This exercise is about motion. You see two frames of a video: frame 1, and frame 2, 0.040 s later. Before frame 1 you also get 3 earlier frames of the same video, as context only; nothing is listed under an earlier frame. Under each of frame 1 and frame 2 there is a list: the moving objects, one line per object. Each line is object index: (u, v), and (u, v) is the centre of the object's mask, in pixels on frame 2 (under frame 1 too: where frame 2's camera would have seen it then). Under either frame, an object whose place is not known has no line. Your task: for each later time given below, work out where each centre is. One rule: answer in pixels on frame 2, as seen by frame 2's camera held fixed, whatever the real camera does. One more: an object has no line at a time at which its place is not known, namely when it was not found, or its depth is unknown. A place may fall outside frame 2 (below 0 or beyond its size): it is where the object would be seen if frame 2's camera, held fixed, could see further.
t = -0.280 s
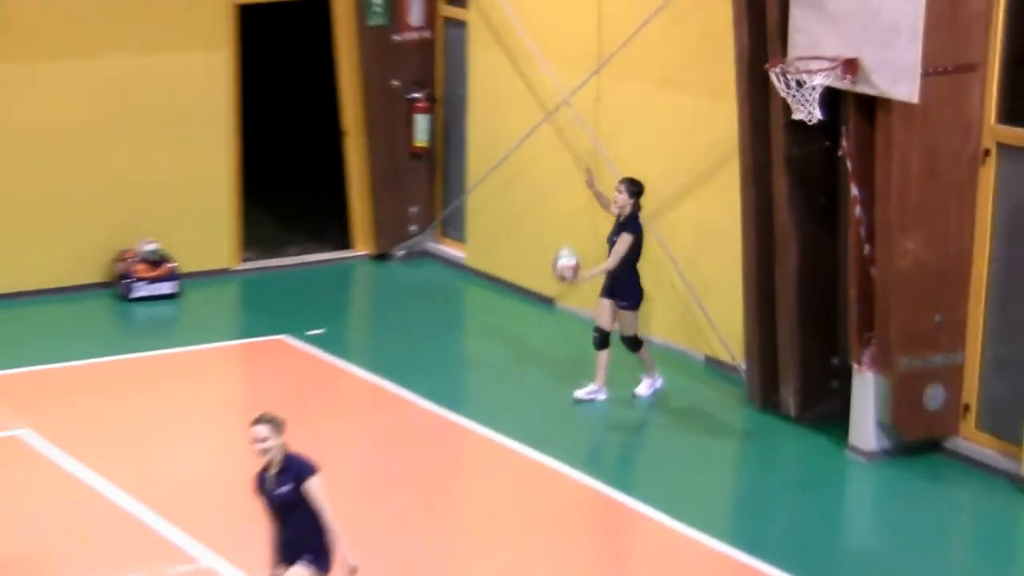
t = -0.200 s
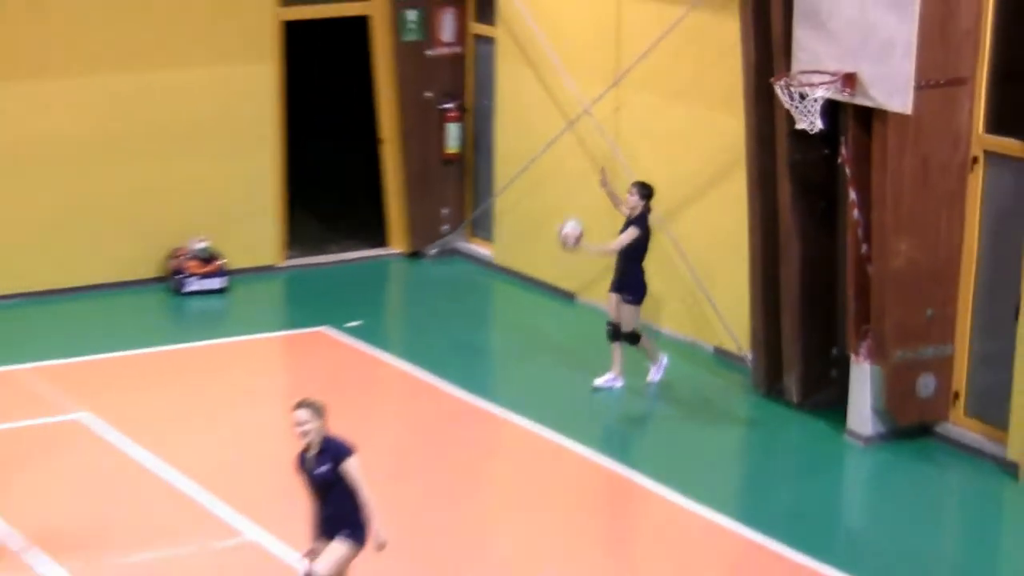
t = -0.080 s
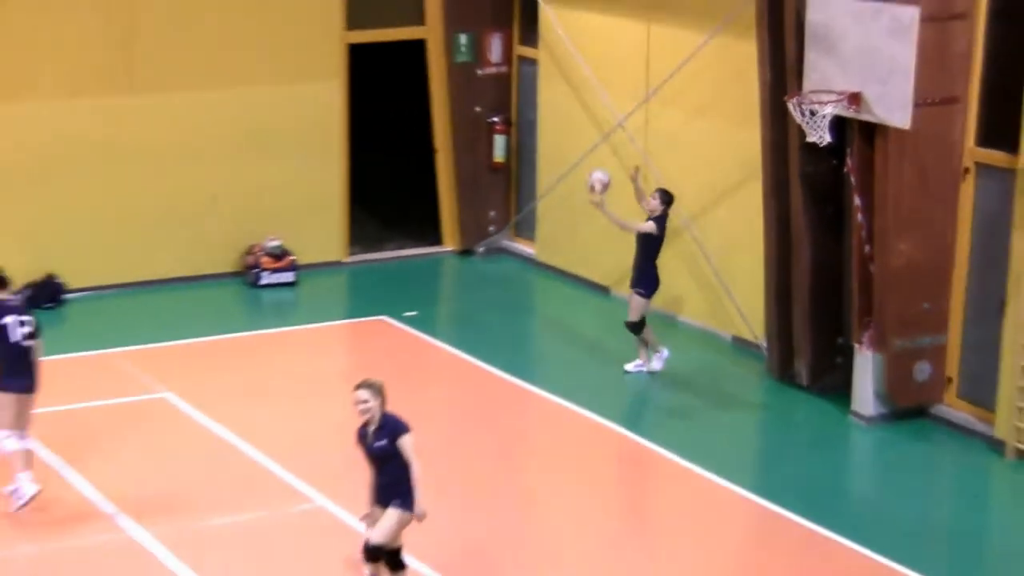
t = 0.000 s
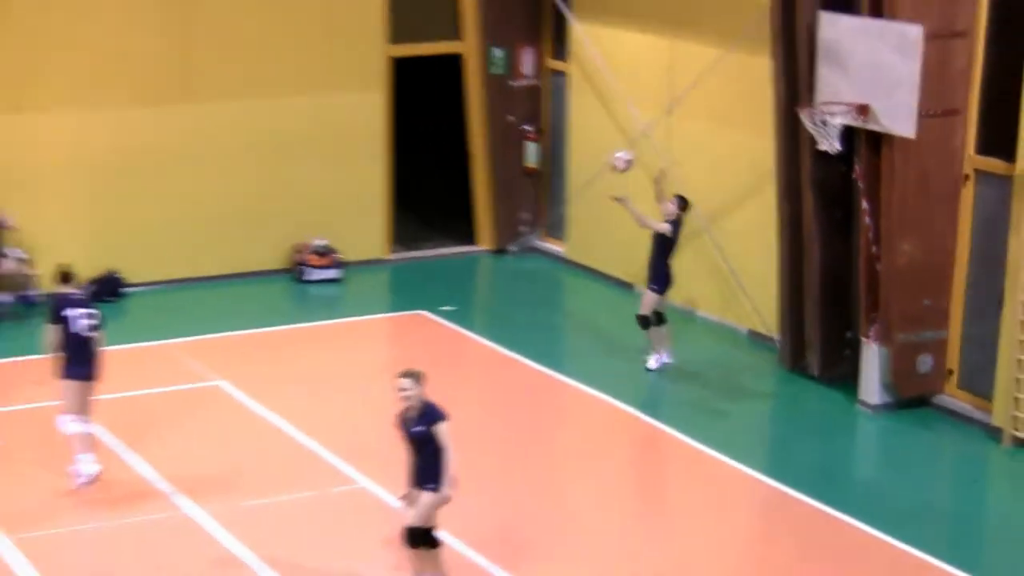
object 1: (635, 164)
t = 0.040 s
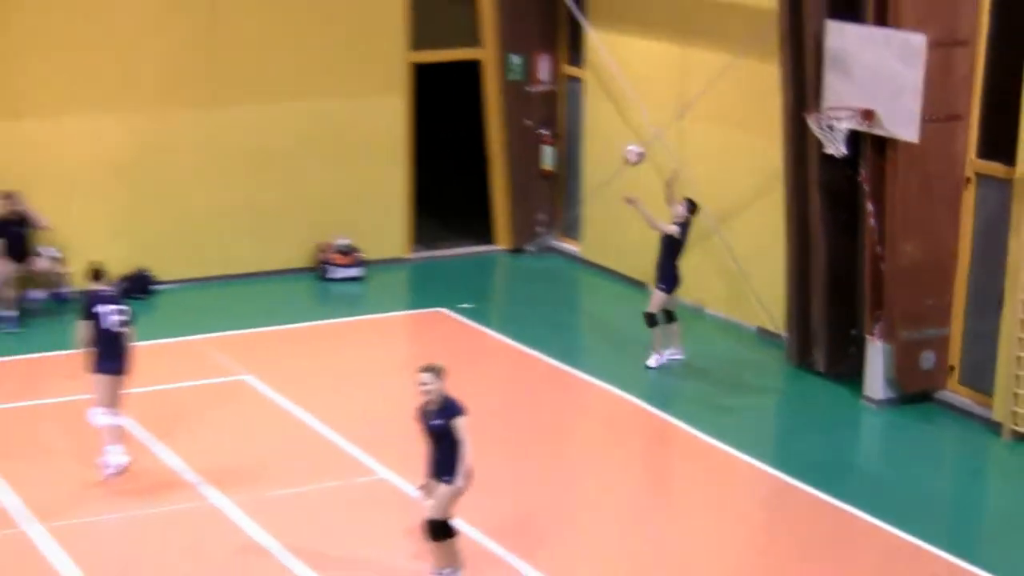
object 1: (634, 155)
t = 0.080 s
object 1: (632, 147)
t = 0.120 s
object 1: (631, 141)
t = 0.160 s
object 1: (630, 136)
